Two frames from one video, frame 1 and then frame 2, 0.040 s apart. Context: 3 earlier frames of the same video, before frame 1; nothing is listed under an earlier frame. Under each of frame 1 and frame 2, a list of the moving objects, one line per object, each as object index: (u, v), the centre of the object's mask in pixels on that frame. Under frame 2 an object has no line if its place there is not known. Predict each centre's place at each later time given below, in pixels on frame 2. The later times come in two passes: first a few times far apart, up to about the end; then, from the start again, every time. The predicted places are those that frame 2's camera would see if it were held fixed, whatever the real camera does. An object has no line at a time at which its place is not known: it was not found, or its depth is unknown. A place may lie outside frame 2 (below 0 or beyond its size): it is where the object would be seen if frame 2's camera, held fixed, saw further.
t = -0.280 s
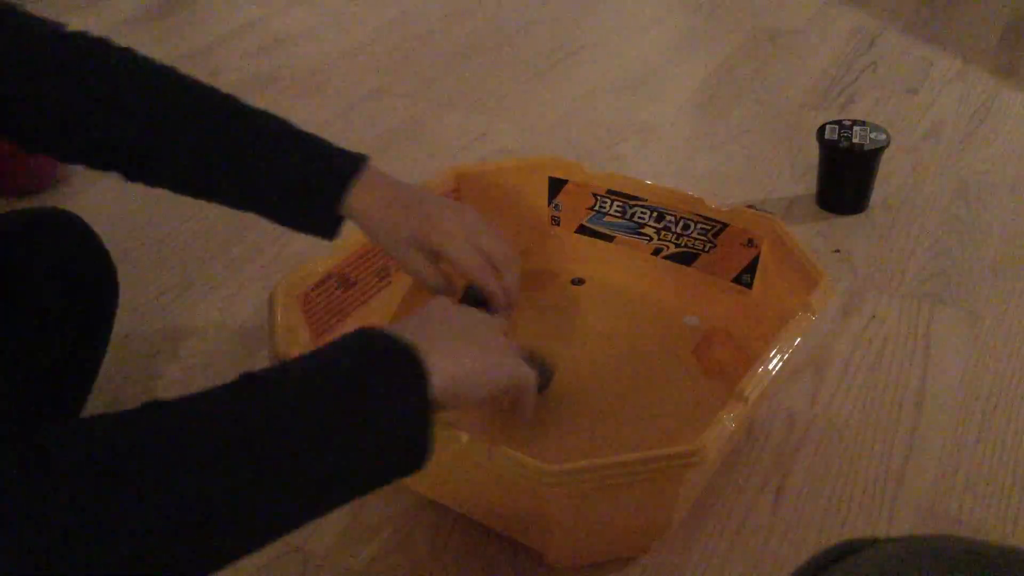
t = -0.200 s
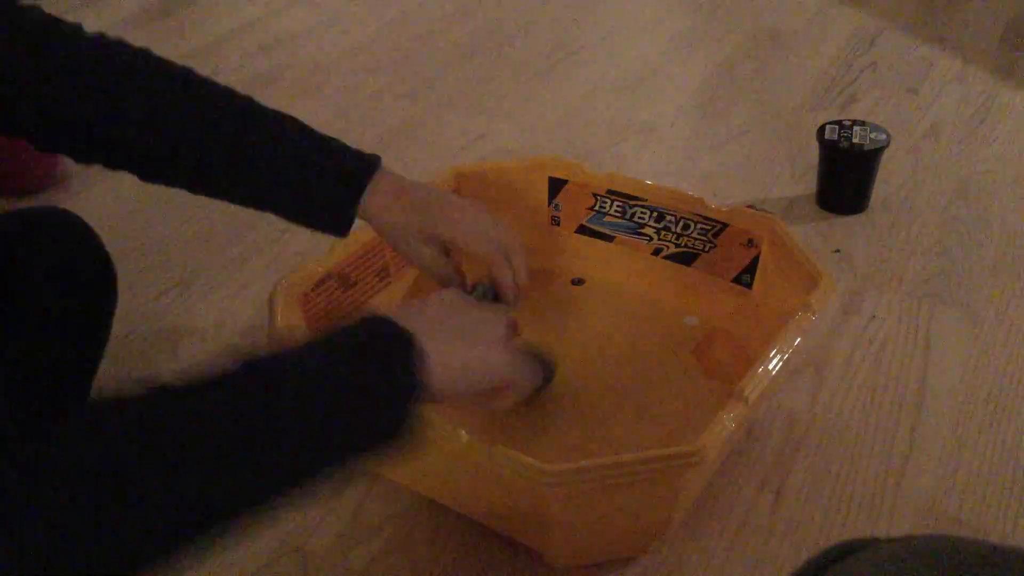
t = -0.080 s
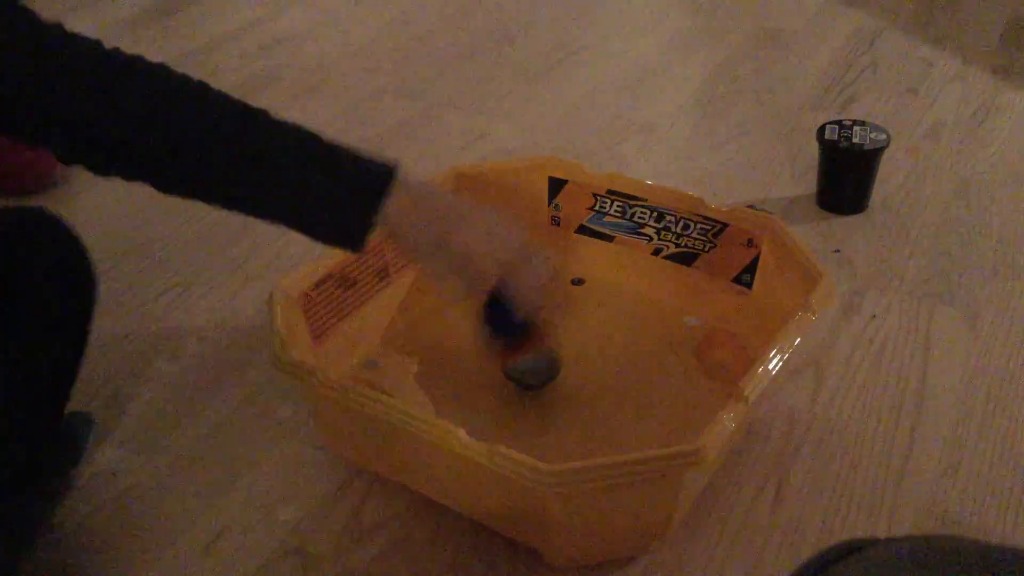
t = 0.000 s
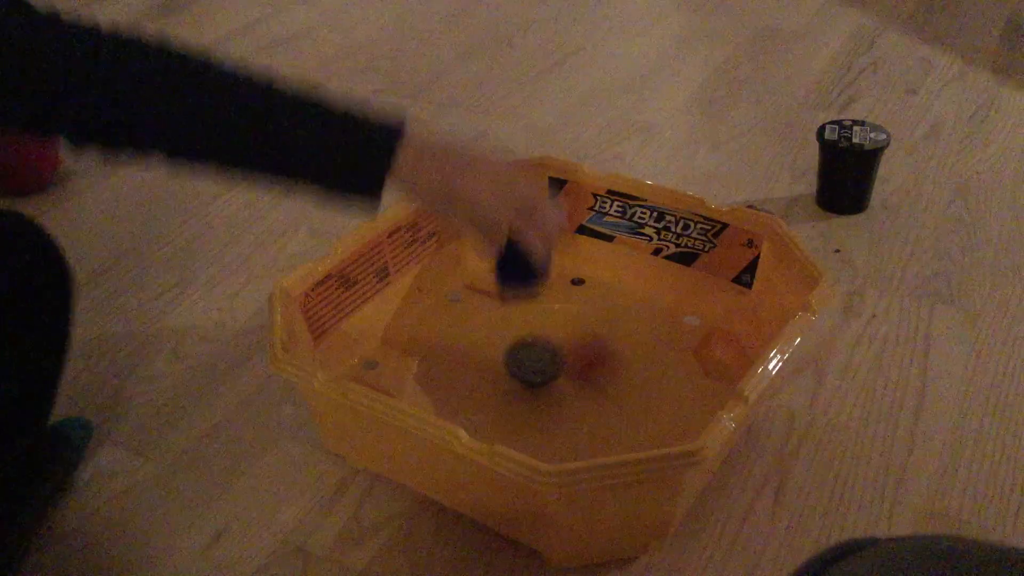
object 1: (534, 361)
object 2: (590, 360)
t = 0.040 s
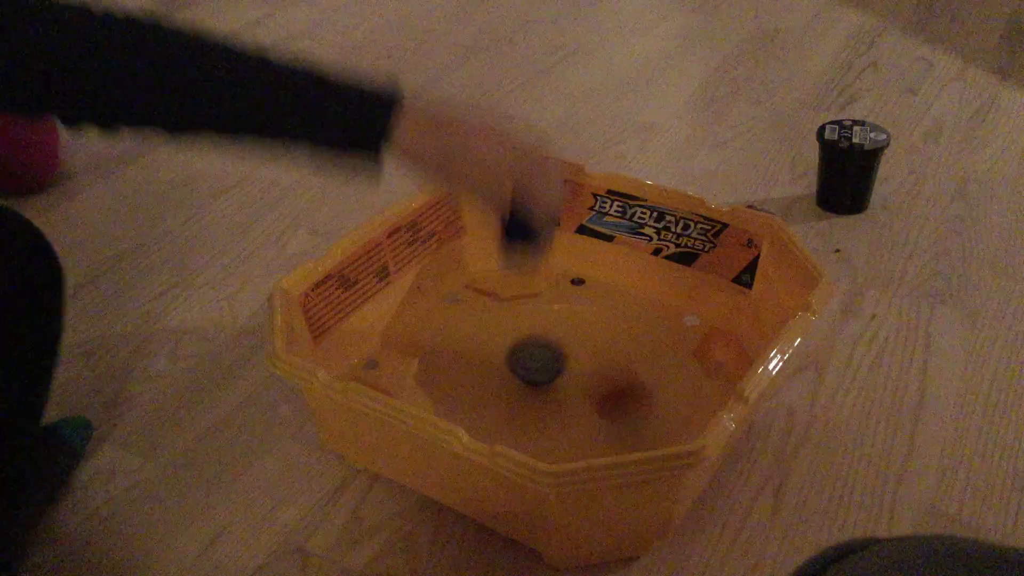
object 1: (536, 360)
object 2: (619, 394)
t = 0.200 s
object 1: (550, 360)
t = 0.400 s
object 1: (566, 359)
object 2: (630, 431)
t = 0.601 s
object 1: (576, 361)
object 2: (626, 435)
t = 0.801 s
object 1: (582, 367)
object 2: (575, 425)
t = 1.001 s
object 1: (582, 380)
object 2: (504, 433)
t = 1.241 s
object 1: (583, 396)
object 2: (542, 450)
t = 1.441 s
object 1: (605, 356)
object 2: (526, 438)
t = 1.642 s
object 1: (585, 331)
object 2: (483, 430)
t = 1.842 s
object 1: (553, 330)
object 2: (495, 428)
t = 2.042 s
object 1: (528, 346)
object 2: (492, 392)
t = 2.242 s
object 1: (537, 359)
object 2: (425, 376)
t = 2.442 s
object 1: (544, 373)
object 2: (479, 419)
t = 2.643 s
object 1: (581, 361)
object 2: (564, 405)
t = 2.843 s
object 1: (608, 314)
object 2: (546, 372)
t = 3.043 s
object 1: (600, 312)
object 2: (479, 361)
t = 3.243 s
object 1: (592, 328)
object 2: (513, 403)
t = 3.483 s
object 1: (638, 300)
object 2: (517, 424)
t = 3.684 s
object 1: (659, 306)
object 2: (532, 451)
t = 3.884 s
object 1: (628, 331)
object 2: (591, 438)
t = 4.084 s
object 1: (582, 351)
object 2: (541, 394)
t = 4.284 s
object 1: (565, 343)
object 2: (450, 398)
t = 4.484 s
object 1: (539, 346)
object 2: (460, 415)
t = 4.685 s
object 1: (525, 350)
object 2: (520, 402)
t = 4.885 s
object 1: (584, 324)
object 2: (497, 360)
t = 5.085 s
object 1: (604, 330)
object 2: (481, 335)
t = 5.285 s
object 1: (612, 342)
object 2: (501, 346)
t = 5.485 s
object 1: (616, 374)
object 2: (547, 360)
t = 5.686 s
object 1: (599, 407)
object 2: (550, 358)
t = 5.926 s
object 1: (539, 414)
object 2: (566, 374)
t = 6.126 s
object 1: (502, 390)
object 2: (582, 378)
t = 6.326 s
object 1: (503, 360)
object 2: (583, 383)
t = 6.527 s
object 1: (533, 344)
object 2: (569, 393)
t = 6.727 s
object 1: (571, 351)
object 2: (556, 400)
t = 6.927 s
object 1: (596, 376)
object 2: (546, 404)
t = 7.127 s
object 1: (594, 404)
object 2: (514, 405)
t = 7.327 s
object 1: (569, 422)
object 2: (489, 399)
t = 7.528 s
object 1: (554, 417)
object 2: (461, 379)
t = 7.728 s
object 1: (547, 390)
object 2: (485, 370)
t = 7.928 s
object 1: (606, 396)
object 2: (491, 329)
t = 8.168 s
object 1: (639, 393)
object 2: (509, 317)
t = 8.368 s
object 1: (630, 403)
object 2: (556, 341)
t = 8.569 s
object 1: (586, 419)
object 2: (591, 360)
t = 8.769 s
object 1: (536, 419)
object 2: (597, 360)
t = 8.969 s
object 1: (526, 393)
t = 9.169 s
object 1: (515, 368)
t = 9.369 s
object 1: (545, 366)
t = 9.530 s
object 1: (552, 370)
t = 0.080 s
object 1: (538, 354)
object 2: (631, 387)
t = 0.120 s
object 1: (541, 355)
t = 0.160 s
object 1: (545, 360)
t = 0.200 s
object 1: (550, 360)
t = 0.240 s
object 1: (555, 359)
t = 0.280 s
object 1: (558, 359)
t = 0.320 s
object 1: (561, 359)
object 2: (639, 416)
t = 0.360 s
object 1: (563, 359)
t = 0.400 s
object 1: (566, 359)
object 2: (630, 431)
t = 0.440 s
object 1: (567, 360)
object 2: (627, 437)
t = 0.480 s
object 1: (570, 361)
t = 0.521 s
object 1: (573, 360)
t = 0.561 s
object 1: (574, 361)
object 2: (627, 437)
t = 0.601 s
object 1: (576, 361)
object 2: (626, 435)
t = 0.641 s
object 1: (577, 362)
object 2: (623, 433)
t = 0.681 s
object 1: (579, 363)
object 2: (615, 430)
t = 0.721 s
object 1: (580, 364)
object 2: (605, 428)
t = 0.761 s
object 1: (581, 365)
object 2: (592, 426)
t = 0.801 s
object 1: (582, 367)
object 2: (575, 425)
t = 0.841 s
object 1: (582, 370)
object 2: (559, 426)
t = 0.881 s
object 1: (582, 371)
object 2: (542, 428)
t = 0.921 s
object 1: (582, 374)
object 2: (527, 430)
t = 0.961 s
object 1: (582, 377)
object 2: (514, 431)
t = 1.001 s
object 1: (582, 380)
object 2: (504, 433)
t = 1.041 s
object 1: (582, 383)
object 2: (498, 435)
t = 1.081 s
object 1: (582, 386)
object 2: (495, 438)
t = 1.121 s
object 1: (582, 388)
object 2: (496, 441)
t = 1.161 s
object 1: (582, 392)
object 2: (506, 445)
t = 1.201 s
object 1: (582, 393)
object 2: (527, 449)
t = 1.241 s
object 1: (583, 396)
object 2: (542, 450)
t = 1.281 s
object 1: (583, 397)
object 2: (555, 448)
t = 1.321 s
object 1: (583, 398)
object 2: (564, 443)
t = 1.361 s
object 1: (591, 388)
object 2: (558, 441)
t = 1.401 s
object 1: (601, 371)
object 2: (543, 442)
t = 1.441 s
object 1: (605, 356)
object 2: (526, 438)
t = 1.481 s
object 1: (606, 346)
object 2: (511, 435)
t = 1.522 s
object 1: (603, 339)
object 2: (499, 433)
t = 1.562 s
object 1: (599, 335)
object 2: (491, 431)
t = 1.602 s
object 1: (591, 333)
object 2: (486, 430)
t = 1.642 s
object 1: (585, 331)
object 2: (483, 430)
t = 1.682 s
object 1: (578, 329)
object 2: (484, 431)
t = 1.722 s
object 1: (572, 329)
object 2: (485, 431)
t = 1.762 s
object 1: (565, 329)
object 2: (488, 431)
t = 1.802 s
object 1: (559, 330)
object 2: (492, 430)
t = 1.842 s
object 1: (553, 330)
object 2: (495, 428)
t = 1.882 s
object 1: (547, 332)
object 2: (497, 425)
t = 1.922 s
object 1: (543, 334)
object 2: (500, 419)
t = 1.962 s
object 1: (537, 338)
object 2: (499, 410)
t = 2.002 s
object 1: (533, 342)
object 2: (496, 401)
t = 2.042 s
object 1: (528, 346)
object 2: (492, 392)
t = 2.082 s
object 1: (526, 349)
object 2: (485, 384)
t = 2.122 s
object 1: (530, 351)
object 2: (469, 377)
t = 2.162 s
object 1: (534, 353)
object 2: (449, 373)
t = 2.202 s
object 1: (536, 356)
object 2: (436, 373)
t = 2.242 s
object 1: (537, 359)
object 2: (425, 376)
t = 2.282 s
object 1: (538, 361)
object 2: (419, 382)
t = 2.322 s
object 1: (539, 364)
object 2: (424, 391)
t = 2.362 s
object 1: (541, 368)
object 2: (438, 402)
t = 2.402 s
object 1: (542, 370)
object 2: (457, 411)
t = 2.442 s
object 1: (544, 373)
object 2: (479, 419)
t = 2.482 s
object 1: (546, 376)
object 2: (503, 422)
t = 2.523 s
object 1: (551, 375)
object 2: (529, 417)
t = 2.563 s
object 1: (564, 368)
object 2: (543, 415)
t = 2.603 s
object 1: (573, 364)
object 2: (557, 411)
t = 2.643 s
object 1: (581, 361)
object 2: (564, 405)
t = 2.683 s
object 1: (593, 344)
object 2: (565, 403)
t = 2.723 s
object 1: (602, 333)
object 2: (563, 398)
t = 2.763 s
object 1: (605, 324)
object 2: (561, 391)
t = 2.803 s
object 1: (607, 318)
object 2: (556, 383)
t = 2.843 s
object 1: (608, 314)
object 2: (546, 372)
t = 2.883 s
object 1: (607, 312)
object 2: (535, 365)
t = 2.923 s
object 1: (606, 310)
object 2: (520, 358)
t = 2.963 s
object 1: (604, 311)
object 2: (506, 354)
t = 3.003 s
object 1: (602, 312)
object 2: (491, 356)
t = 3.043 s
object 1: (600, 312)
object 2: (479, 361)
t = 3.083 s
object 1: (598, 315)
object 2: (474, 368)
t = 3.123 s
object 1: (596, 318)
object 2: (472, 378)
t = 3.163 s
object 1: (594, 320)
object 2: (482, 391)
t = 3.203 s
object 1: (593, 323)
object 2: (494, 399)
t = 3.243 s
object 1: (592, 328)
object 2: (513, 403)
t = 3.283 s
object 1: (590, 332)
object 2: (531, 403)
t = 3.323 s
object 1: (589, 337)
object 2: (551, 400)
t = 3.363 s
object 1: (586, 342)
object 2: (565, 393)
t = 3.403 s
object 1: (593, 341)
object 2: (560, 393)
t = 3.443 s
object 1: (621, 318)
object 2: (536, 412)
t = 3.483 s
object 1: (638, 300)
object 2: (517, 424)
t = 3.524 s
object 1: (647, 295)
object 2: (506, 431)
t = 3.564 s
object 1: (654, 298)
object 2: (501, 435)
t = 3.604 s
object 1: (658, 300)
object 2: (504, 441)
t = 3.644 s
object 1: (659, 303)
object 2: (515, 446)
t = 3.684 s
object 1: (659, 306)
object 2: (532, 451)
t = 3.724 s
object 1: (657, 309)
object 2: (547, 453)
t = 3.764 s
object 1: (655, 313)
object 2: (561, 452)
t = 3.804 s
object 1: (650, 320)
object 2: (576, 450)
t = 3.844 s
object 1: (640, 325)
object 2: (586, 445)
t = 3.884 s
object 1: (628, 331)
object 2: (591, 438)
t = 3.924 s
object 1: (615, 338)
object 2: (592, 430)
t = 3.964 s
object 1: (605, 345)
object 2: (587, 419)
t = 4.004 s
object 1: (595, 351)
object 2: (576, 408)
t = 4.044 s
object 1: (584, 358)
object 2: (566, 399)
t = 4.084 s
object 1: (582, 351)
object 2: (541, 394)
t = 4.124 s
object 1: (581, 344)
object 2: (517, 393)
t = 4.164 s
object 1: (580, 341)
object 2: (498, 395)
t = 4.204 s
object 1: (577, 341)
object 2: (480, 393)
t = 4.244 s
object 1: (571, 342)
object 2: (463, 397)
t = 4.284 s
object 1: (565, 343)
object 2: (450, 398)
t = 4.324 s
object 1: (558, 343)
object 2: (444, 399)
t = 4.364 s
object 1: (554, 344)
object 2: (440, 401)
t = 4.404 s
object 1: (548, 345)
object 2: (442, 405)
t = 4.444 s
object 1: (544, 345)
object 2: (449, 409)
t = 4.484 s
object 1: (539, 346)
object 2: (460, 415)
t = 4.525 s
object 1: (536, 346)
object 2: (472, 419)
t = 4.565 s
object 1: (532, 347)
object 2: (485, 419)
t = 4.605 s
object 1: (529, 348)
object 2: (497, 418)
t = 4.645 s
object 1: (527, 349)
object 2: (510, 410)
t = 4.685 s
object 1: (525, 350)
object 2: (520, 402)
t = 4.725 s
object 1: (529, 346)
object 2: (523, 395)
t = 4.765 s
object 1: (546, 338)
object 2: (516, 387)
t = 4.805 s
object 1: (559, 328)
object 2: (507, 380)
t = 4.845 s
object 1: (573, 326)
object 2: (502, 371)
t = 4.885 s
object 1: (584, 324)
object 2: (497, 360)
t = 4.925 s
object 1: (593, 325)
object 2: (492, 354)
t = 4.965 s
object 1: (598, 325)
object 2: (489, 344)
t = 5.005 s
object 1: (601, 327)
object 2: (485, 340)
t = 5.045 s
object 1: (602, 328)
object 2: (482, 336)
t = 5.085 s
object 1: (604, 330)
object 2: (481, 335)
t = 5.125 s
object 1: (605, 332)
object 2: (481, 335)
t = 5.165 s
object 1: (607, 334)
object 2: (484, 335)
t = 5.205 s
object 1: (609, 336)
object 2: (487, 338)
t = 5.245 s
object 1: (611, 339)
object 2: (493, 342)
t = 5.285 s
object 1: (612, 342)
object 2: (501, 346)
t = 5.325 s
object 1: (613, 347)
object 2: (509, 349)
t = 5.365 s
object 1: (613, 352)
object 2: (520, 354)
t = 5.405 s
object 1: (612, 358)
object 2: (532, 356)
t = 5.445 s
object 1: (610, 365)
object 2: (543, 360)
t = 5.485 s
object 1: (616, 374)
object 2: (547, 360)
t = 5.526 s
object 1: (620, 382)
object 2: (546, 359)
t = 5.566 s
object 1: (618, 391)
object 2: (547, 357)
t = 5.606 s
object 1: (613, 397)
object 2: (547, 357)
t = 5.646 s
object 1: (607, 402)
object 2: (548, 357)
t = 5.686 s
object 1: (599, 407)
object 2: (550, 358)
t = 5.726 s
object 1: (589, 412)
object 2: (551, 361)
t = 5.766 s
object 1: (579, 414)
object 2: (553, 364)
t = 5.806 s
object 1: (568, 417)
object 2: (556, 367)
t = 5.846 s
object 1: (559, 416)
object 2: (558, 370)
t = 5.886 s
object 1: (549, 416)
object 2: (562, 373)
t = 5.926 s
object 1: (539, 414)
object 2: (566, 374)
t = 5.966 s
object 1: (529, 412)
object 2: (571, 377)
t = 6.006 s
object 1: (520, 407)
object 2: (574, 377)
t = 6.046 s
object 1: (513, 402)
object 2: (577, 378)
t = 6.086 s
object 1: (506, 397)
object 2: (580, 379)
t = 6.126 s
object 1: (502, 390)
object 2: (582, 378)
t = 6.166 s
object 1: (500, 383)
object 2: (583, 379)
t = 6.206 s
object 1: (498, 377)
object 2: (584, 380)
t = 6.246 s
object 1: (498, 371)
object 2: (584, 381)
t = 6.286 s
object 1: (500, 366)
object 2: (584, 381)
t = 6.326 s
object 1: (503, 360)
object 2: (583, 383)
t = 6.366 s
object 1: (507, 355)
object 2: (581, 384)
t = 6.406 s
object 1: (513, 352)
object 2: (578, 388)
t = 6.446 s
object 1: (519, 347)
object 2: (574, 389)
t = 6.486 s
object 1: (526, 345)
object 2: (571, 391)
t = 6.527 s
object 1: (533, 344)
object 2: (569, 393)
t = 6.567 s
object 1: (540, 344)
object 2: (566, 394)
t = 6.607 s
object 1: (548, 344)
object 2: (563, 396)
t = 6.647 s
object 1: (556, 346)
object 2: (561, 398)
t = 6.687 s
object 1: (564, 348)
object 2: (558, 400)
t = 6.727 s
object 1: (571, 351)
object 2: (556, 400)
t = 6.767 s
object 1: (578, 355)
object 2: (553, 402)
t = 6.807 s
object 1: (583, 361)
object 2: (550, 403)
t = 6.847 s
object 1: (588, 365)
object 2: (549, 404)
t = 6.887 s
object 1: (592, 370)
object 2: (548, 404)
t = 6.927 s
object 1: (596, 376)
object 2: (546, 404)
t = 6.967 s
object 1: (598, 384)
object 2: (542, 404)
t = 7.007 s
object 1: (600, 389)
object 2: (533, 405)
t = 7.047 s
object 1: (600, 394)
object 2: (526, 405)
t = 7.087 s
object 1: (598, 400)
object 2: (520, 405)
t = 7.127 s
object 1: (594, 404)
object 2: (514, 405)
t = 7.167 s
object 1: (587, 410)
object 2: (510, 405)
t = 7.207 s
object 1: (580, 415)
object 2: (507, 405)
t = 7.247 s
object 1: (572, 418)
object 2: (504, 405)
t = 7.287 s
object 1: (566, 420)
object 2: (502, 404)
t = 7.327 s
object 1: (569, 422)
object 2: (489, 399)
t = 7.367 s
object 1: (568, 422)
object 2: (478, 395)
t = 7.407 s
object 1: (565, 423)
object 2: (472, 390)
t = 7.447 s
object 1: (561, 422)
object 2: (466, 386)
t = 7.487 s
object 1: (557, 419)
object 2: (463, 383)
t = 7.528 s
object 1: (554, 417)
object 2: (461, 379)
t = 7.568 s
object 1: (550, 412)
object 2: (462, 377)
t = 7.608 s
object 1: (548, 408)
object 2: (465, 375)
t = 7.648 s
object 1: (547, 403)
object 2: (470, 374)
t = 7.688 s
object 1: (546, 397)
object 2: (477, 371)
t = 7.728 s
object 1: (547, 390)
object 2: (485, 370)
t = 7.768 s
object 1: (549, 387)
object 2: (494, 367)
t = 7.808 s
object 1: (558, 384)
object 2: (500, 363)
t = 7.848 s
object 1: (577, 391)
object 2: (495, 348)
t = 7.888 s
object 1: (594, 395)
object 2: (492, 337)
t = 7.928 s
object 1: (606, 396)
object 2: (491, 329)
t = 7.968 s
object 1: (614, 395)
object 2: (492, 323)
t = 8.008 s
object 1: (621, 394)
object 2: (493, 317)
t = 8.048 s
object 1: (628, 393)
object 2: (495, 313)
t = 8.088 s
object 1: (632, 392)
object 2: (496, 312)
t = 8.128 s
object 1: (636, 393)
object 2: (502, 313)
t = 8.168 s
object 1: (639, 393)
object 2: (509, 317)
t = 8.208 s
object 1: (640, 395)
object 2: (518, 319)
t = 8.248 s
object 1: (641, 397)
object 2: (524, 322)
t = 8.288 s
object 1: (639, 399)
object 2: (535, 328)
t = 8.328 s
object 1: (635, 401)
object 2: (545, 335)
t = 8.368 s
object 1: (630, 403)
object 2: (556, 341)
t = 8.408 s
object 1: (624, 405)
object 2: (563, 347)
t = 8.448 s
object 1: (616, 406)
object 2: (570, 354)
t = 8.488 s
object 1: (608, 402)
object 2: (578, 362)
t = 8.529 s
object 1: (599, 404)
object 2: (584, 365)
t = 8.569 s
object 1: (586, 419)
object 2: (591, 360)
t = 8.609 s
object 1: (572, 423)
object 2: (593, 358)
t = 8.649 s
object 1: (558, 423)
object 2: (596, 357)
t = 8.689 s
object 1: (546, 426)
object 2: (599, 357)
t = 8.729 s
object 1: (539, 421)
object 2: (598, 358)
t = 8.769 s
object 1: (536, 419)
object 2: (597, 360)
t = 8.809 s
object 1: (534, 415)
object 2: (596, 362)
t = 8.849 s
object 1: (535, 411)
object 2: (592, 366)
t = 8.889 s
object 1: (539, 404)
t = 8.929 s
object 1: (539, 402)
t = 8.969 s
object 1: (526, 393)
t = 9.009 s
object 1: (517, 387)
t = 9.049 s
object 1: (511, 379)
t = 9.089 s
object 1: (510, 374)
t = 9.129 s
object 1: (511, 369)
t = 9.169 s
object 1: (515, 368)
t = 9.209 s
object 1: (519, 364)
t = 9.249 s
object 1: (527, 364)
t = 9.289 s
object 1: (534, 363)
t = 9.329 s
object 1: (542, 366)
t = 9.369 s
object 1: (545, 366)
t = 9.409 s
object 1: (549, 366)
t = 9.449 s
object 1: (549, 368)
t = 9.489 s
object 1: (550, 370)
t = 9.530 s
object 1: (552, 370)
